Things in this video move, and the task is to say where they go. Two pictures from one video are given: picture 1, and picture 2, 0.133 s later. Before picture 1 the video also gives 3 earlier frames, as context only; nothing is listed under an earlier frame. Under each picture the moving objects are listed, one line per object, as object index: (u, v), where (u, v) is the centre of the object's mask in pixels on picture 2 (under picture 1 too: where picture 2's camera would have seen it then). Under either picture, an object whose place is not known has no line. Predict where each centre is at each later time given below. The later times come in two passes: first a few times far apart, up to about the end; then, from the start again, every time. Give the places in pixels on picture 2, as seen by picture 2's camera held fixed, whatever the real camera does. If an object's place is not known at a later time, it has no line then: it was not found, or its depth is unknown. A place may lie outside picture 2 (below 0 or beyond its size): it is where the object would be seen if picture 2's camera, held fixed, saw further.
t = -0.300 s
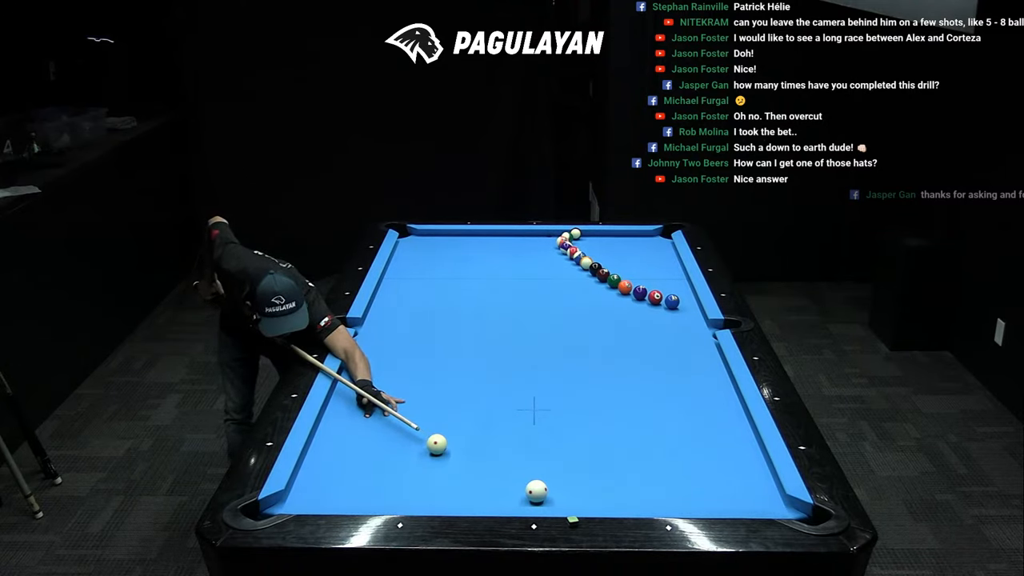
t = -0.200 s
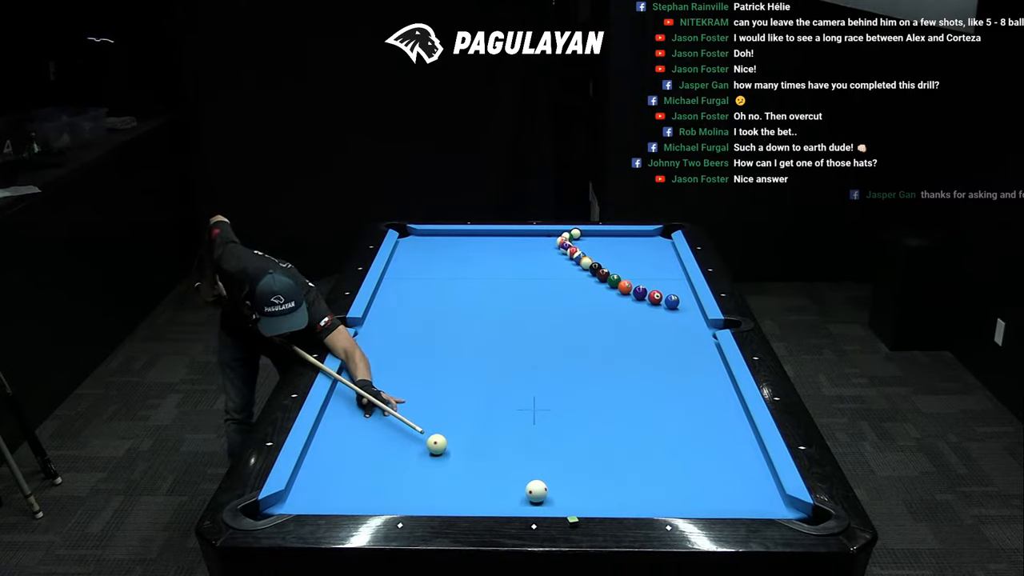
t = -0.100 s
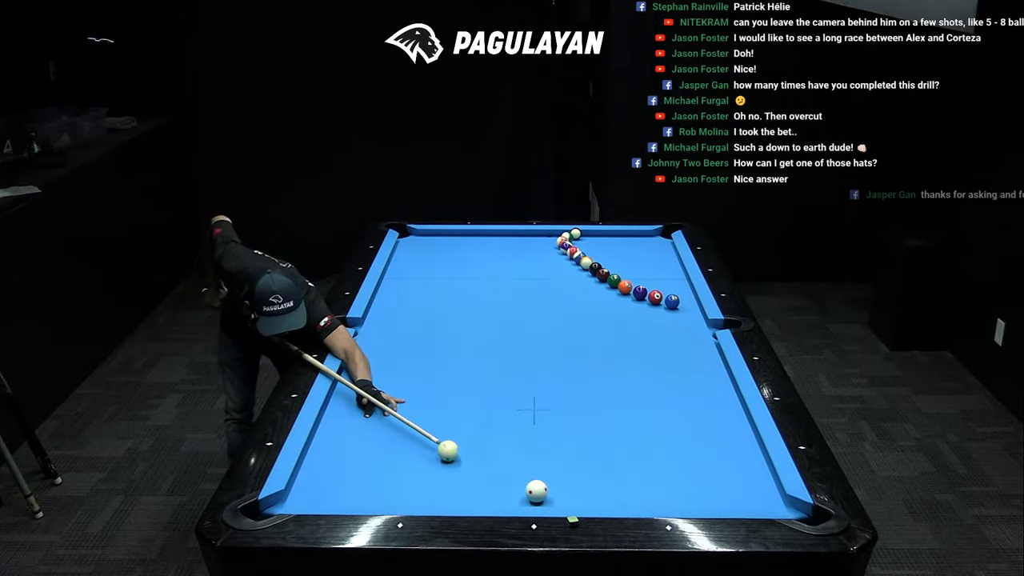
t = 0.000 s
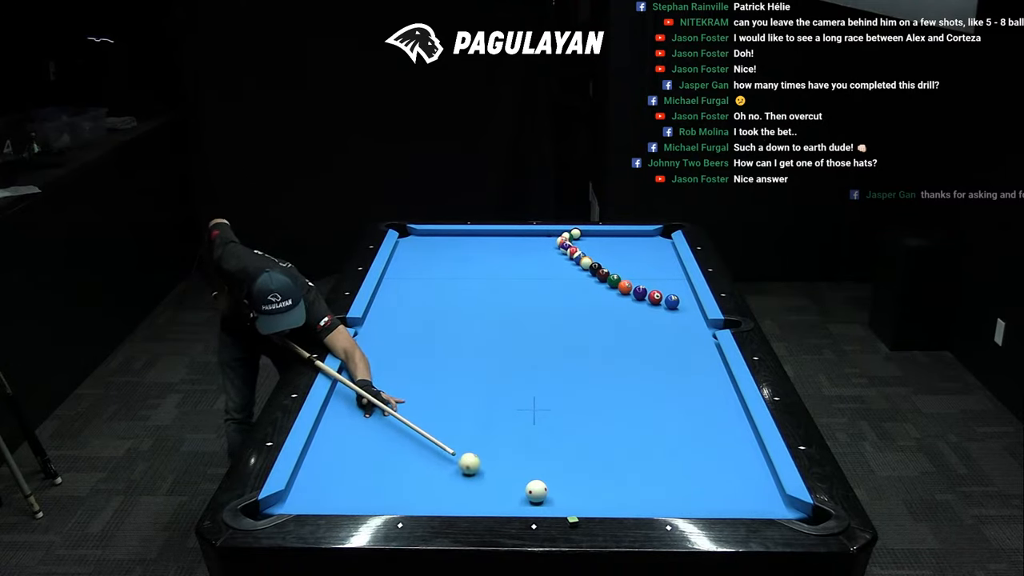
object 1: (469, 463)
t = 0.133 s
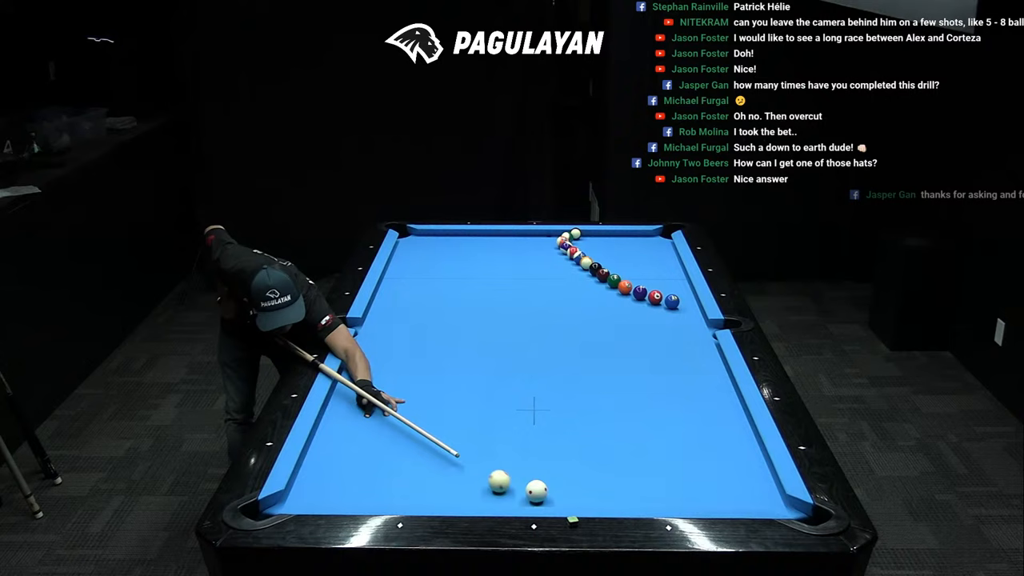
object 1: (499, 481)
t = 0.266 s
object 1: (515, 497)
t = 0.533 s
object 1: (520, 490)
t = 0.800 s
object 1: (524, 473)
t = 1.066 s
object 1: (527, 457)
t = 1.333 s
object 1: (529, 444)
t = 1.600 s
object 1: (532, 432)
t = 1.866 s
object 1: (533, 421)
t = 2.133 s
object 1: (534, 412)
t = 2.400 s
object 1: (536, 404)
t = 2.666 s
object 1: (537, 397)
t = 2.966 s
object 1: (537, 390)
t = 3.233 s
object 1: (538, 385)
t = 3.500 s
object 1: (538, 381)
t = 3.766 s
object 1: (538, 378)
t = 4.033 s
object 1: (538, 375)
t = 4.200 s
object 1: (538, 373)
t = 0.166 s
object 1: (507, 486)
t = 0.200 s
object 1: (514, 491)
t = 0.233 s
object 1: (514, 494)
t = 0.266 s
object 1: (515, 497)
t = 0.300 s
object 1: (516, 499)
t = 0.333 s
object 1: (517, 501)
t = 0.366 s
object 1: (518, 499)
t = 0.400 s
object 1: (518, 497)
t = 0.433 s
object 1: (519, 496)
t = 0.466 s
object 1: (519, 495)
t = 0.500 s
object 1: (520, 492)
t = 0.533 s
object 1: (520, 490)
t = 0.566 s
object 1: (521, 488)
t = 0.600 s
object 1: (521, 485)
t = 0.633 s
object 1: (522, 483)
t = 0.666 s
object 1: (522, 481)
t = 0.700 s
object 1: (523, 479)
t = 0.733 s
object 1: (523, 477)
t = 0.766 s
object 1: (523, 475)
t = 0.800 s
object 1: (524, 473)
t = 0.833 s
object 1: (524, 471)
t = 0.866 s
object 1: (525, 469)
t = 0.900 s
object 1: (525, 467)
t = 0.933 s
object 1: (526, 465)
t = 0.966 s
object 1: (526, 463)
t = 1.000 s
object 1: (526, 461)
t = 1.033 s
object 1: (526, 459)
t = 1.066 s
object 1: (527, 457)
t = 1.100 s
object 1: (527, 455)
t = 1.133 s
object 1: (527, 454)
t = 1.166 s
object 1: (528, 452)
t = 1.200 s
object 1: (528, 450)
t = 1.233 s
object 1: (528, 449)
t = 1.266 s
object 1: (529, 447)
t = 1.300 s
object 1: (529, 445)
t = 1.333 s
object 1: (529, 444)
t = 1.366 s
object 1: (530, 442)
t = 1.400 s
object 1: (530, 441)
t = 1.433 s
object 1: (530, 439)
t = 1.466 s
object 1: (531, 438)
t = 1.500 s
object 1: (531, 436)
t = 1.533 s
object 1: (531, 435)
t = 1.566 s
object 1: (531, 433)
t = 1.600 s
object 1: (532, 432)
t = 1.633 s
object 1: (532, 430)
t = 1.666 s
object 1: (532, 429)
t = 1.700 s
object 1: (532, 428)
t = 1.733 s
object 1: (533, 426)
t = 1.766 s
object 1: (533, 425)
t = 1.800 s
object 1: (533, 424)
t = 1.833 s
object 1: (533, 423)
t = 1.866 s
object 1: (533, 421)
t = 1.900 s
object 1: (534, 420)
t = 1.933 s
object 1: (534, 419)
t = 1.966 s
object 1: (534, 418)
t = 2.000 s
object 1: (534, 417)
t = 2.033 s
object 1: (534, 416)
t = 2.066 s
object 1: (534, 414)
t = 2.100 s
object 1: (534, 413)
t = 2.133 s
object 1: (534, 412)
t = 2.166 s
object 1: (535, 411)
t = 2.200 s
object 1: (535, 410)
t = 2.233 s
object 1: (535, 409)
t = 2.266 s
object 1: (535, 408)
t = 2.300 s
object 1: (535, 407)
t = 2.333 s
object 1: (536, 406)
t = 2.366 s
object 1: (536, 405)
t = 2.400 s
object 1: (536, 404)
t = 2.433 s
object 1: (536, 403)
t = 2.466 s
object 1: (536, 402)
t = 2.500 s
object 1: (536, 401)
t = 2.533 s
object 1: (536, 401)
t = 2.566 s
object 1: (537, 400)
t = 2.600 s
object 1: (537, 399)
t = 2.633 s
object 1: (537, 398)
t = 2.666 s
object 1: (537, 397)
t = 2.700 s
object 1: (537, 396)
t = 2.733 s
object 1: (537, 396)
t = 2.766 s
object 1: (537, 395)
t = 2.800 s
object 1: (537, 394)
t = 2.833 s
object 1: (537, 394)
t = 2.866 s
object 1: (537, 393)
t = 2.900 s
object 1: (537, 392)
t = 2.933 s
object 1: (537, 391)
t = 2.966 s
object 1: (537, 390)
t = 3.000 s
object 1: (537, 390)
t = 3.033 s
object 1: (538, 389)
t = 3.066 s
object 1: (538, 388)
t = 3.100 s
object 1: (538, 388)
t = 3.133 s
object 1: (538, 387)
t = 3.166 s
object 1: (538, 387)
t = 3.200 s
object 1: (538, 386)
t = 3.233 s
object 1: (538, 385)
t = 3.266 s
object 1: (538, 385)
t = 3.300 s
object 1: (538, 384)
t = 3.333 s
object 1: (538, 384)
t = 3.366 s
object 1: (538, 383)
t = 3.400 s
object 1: (538, 383)
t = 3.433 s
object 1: (538, 382)
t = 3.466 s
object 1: (538, 382)
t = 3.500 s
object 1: (538, 381)
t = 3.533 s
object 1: (538, 380)
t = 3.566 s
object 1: (538, 380)
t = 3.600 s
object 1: (538, 380)
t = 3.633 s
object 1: (538, 379)
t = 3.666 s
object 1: (538, 379)
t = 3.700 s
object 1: (538, 378)
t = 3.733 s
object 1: (538, 378)
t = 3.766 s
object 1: (538, 378)
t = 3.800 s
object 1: (538, 377)
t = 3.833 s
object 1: (538, 377)
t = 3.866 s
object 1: (538, 377)
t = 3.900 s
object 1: (538, 376)
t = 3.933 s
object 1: (538, 376)
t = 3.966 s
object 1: (538, 375)
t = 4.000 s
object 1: (538, 375)
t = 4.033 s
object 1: (538, 375)
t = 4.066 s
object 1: (538, 374)
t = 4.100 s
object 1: (538, 374)
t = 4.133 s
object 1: (538, 374)
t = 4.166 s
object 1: (538, 374)
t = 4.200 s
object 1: (538, 373)
